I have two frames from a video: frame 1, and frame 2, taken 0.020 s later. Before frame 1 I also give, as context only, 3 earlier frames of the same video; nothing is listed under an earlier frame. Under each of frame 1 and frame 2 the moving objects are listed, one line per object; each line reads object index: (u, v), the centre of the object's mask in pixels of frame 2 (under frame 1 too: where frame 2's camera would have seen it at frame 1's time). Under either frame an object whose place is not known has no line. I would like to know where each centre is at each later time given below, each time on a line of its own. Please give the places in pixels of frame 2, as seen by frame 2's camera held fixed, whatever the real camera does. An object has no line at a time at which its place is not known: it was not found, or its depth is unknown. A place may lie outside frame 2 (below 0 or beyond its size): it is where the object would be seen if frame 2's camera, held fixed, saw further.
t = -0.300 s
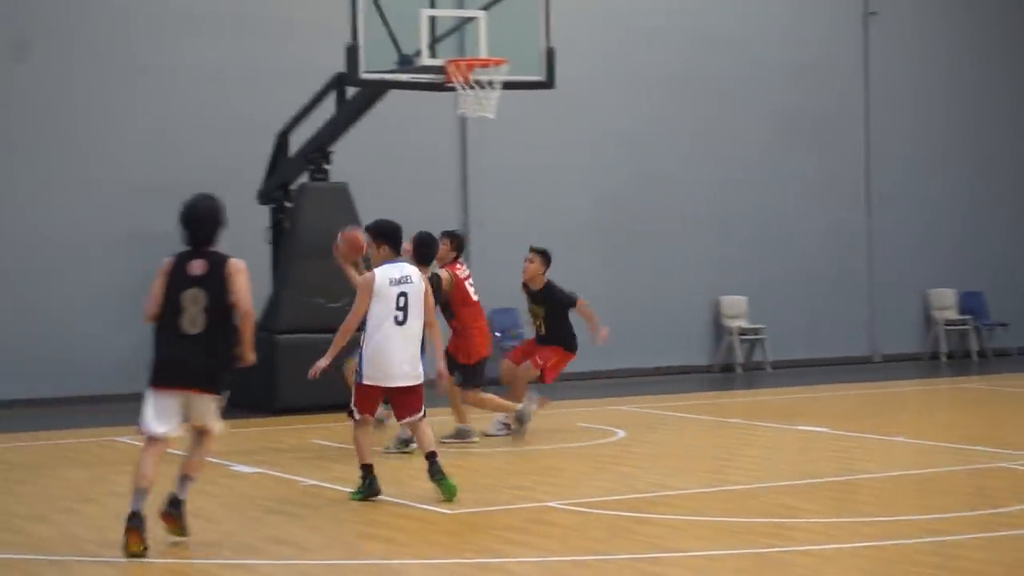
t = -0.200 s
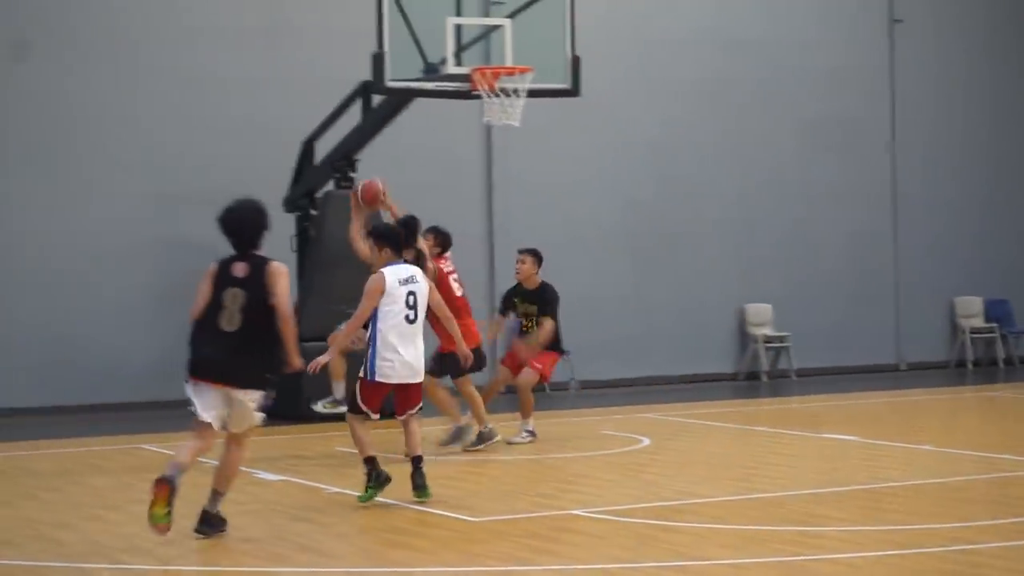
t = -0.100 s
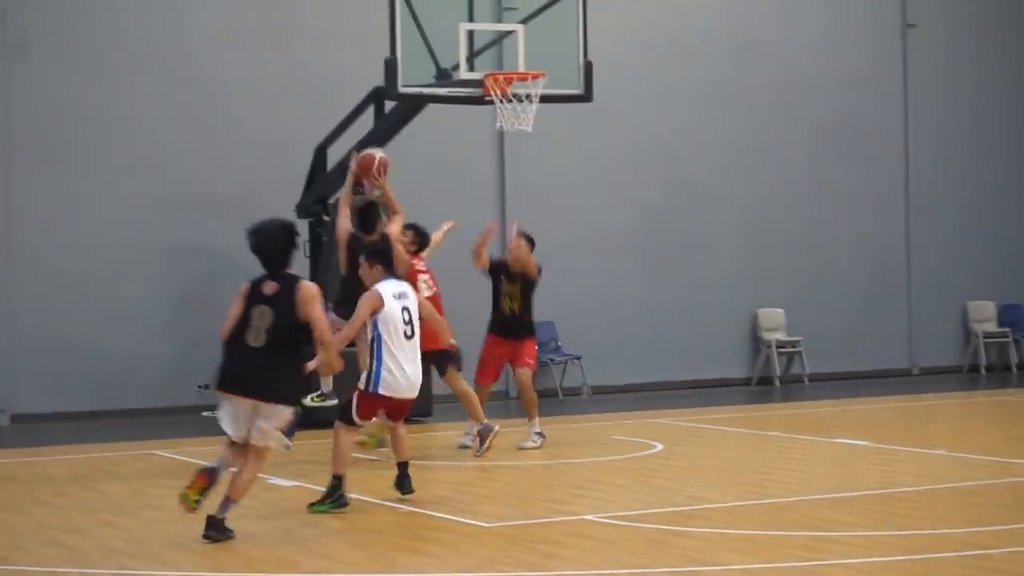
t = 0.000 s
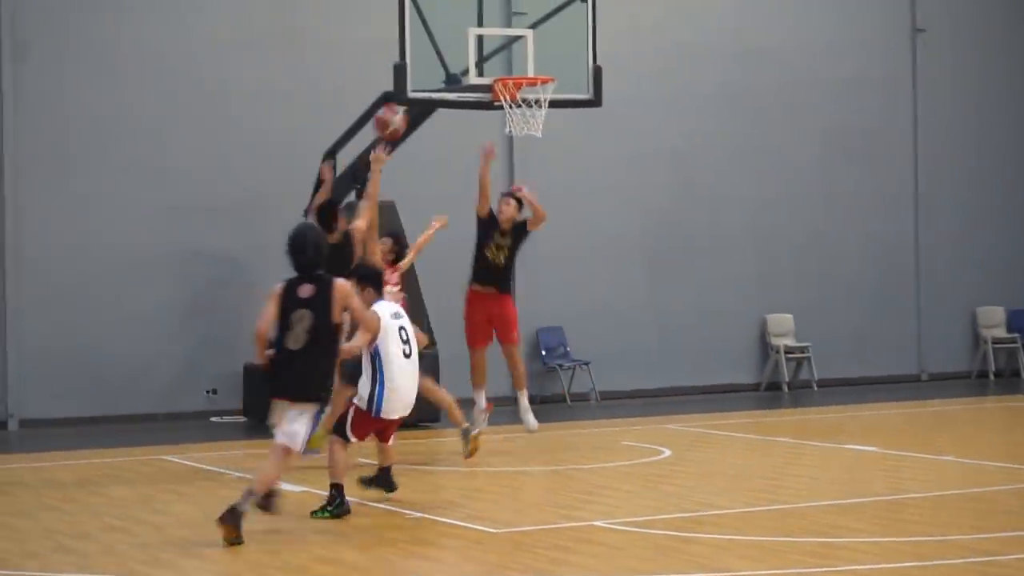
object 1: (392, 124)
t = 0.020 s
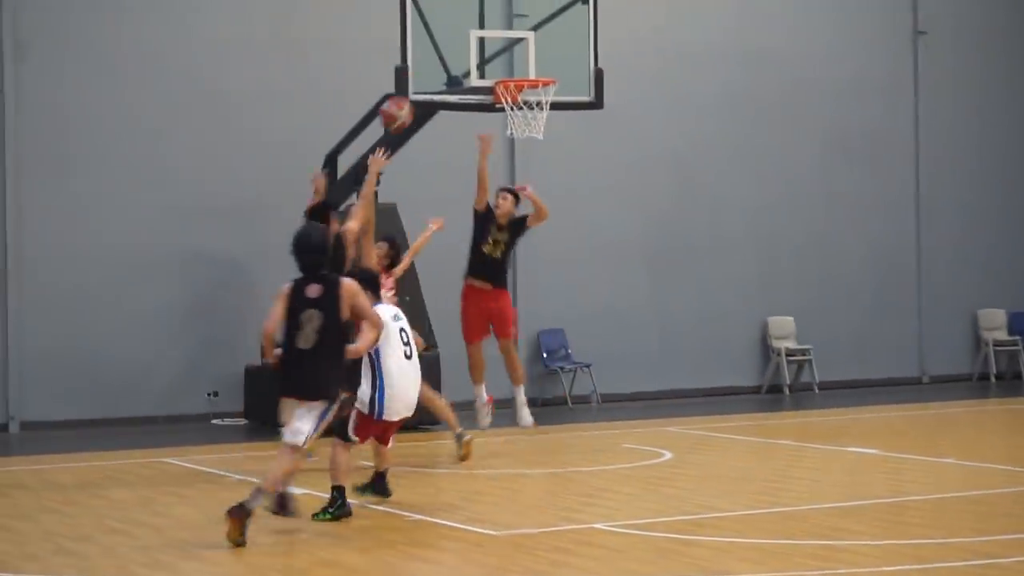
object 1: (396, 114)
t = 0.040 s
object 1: (400, 103)
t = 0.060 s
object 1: (405, 95)
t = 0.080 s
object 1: (409, 87)
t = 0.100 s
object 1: (414, 78)
